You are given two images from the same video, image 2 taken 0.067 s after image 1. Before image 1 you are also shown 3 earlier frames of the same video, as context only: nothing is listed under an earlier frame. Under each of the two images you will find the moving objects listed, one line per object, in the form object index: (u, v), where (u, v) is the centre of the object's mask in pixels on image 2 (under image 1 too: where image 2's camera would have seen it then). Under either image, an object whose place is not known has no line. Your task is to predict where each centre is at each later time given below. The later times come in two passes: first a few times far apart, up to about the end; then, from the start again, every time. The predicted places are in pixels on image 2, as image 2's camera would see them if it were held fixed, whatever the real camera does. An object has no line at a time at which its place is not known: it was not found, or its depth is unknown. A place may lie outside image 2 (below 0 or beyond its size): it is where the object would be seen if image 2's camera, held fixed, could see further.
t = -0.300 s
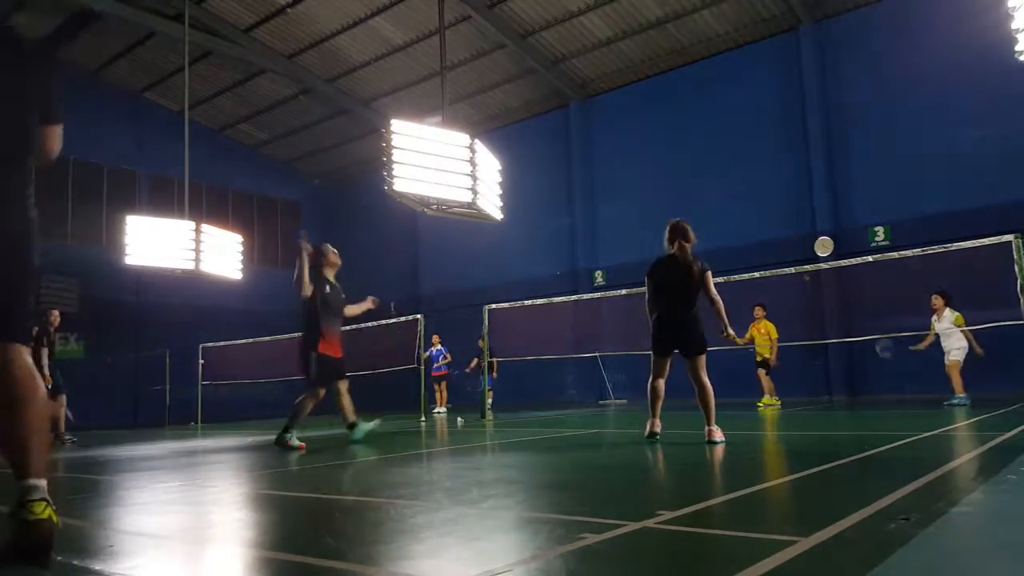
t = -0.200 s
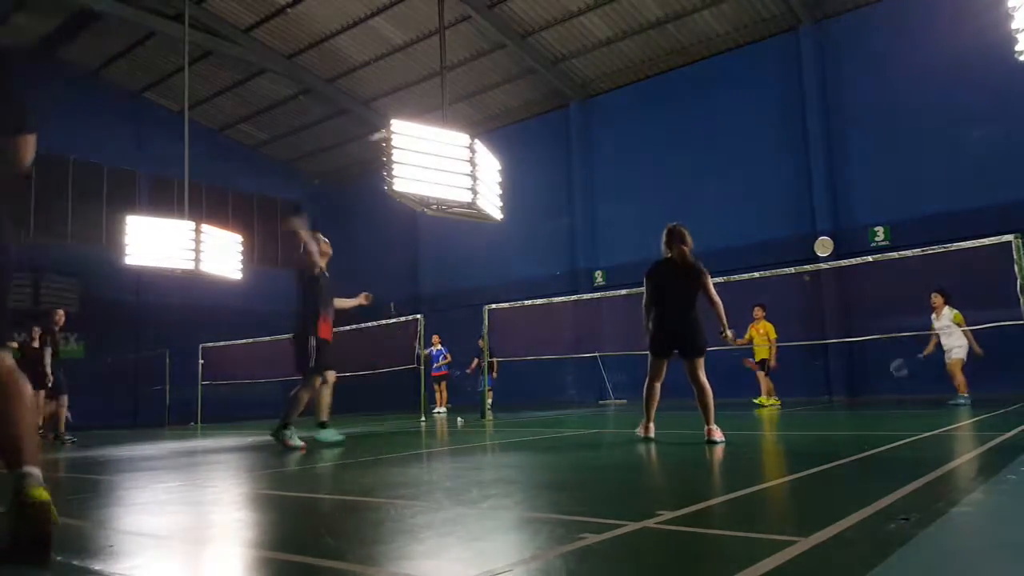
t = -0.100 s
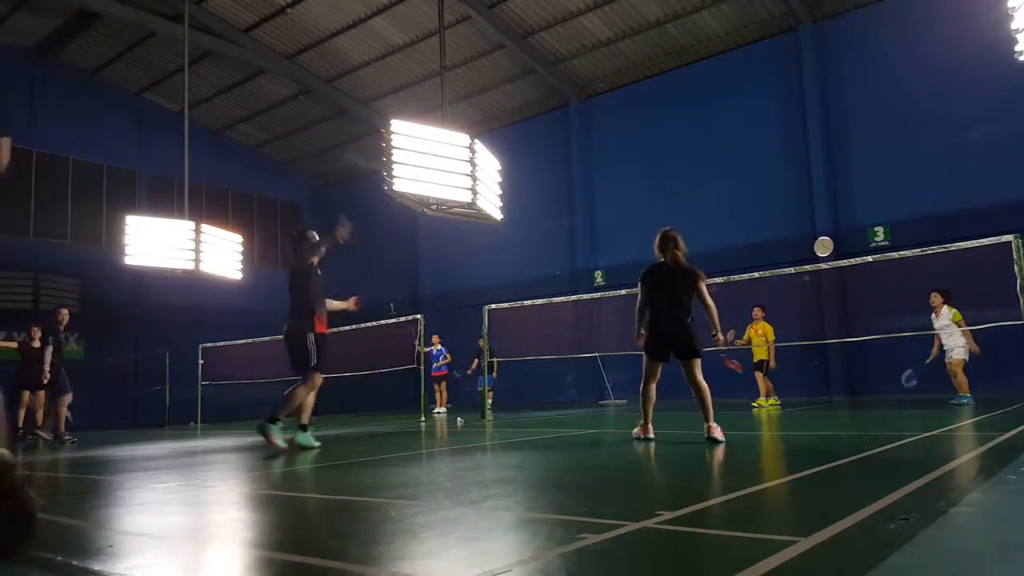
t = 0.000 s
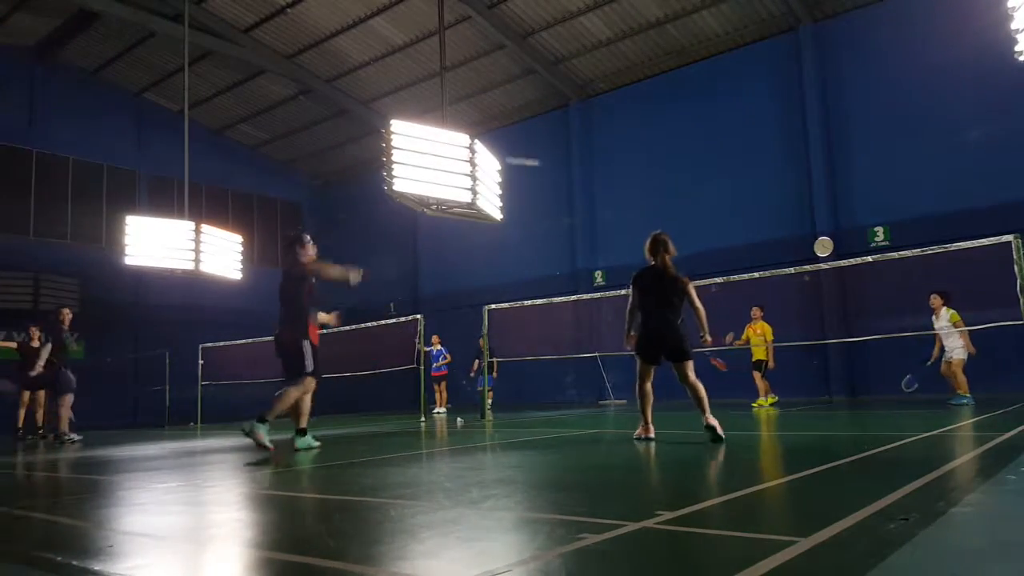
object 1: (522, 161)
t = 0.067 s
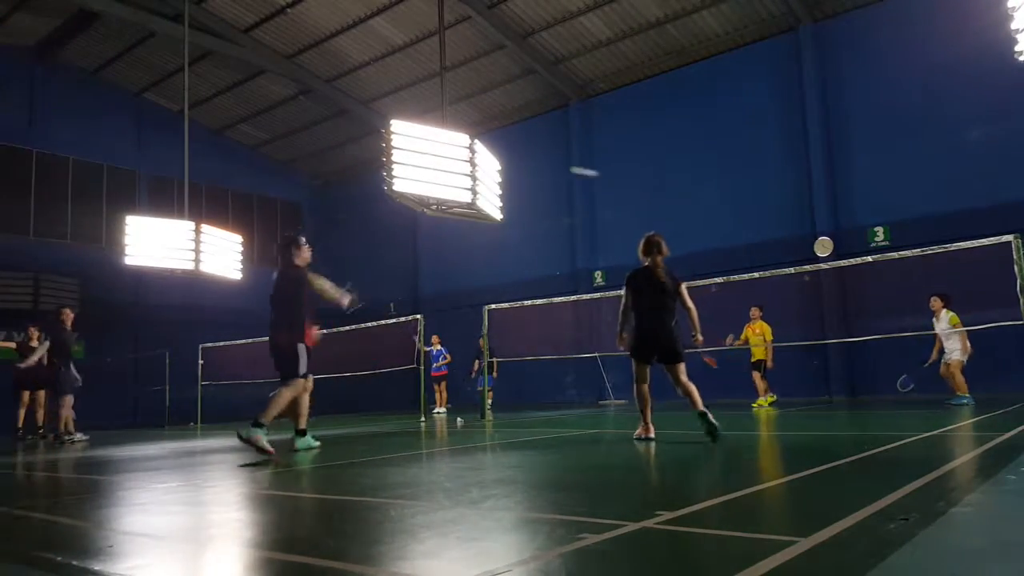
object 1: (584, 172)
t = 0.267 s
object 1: (698, 205)
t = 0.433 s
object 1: (759, 244)
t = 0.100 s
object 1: (608, 176)
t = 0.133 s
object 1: (629, 181)
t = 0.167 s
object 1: (649, 186)
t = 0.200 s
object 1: (666, 192)
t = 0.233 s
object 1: (683, 198)
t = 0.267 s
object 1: (698, 205)
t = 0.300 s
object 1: (711, 211)
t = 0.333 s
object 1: (724, 219)
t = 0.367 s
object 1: (737, 227)
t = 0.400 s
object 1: (748, 235)
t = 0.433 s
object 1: (759, 244)
